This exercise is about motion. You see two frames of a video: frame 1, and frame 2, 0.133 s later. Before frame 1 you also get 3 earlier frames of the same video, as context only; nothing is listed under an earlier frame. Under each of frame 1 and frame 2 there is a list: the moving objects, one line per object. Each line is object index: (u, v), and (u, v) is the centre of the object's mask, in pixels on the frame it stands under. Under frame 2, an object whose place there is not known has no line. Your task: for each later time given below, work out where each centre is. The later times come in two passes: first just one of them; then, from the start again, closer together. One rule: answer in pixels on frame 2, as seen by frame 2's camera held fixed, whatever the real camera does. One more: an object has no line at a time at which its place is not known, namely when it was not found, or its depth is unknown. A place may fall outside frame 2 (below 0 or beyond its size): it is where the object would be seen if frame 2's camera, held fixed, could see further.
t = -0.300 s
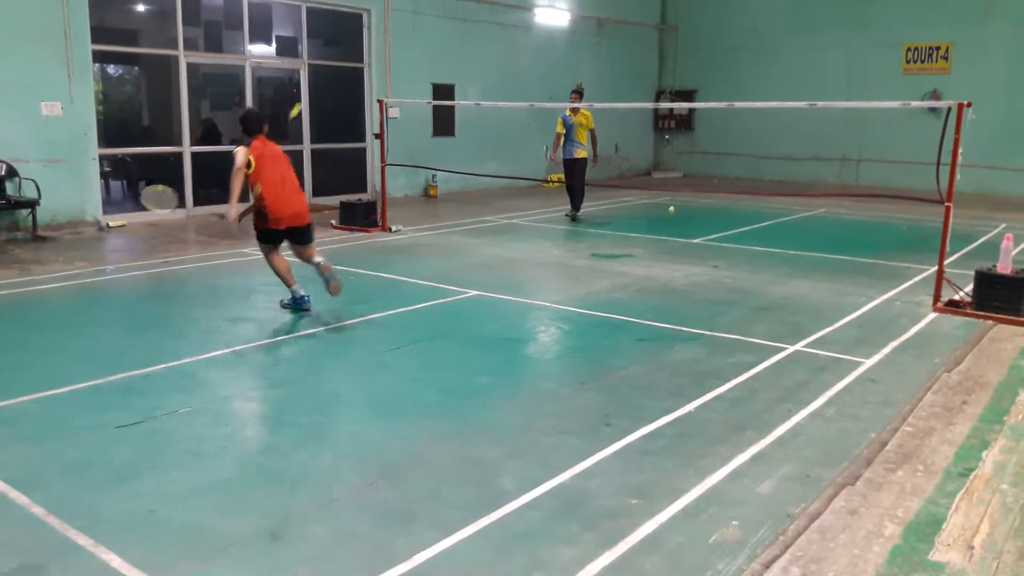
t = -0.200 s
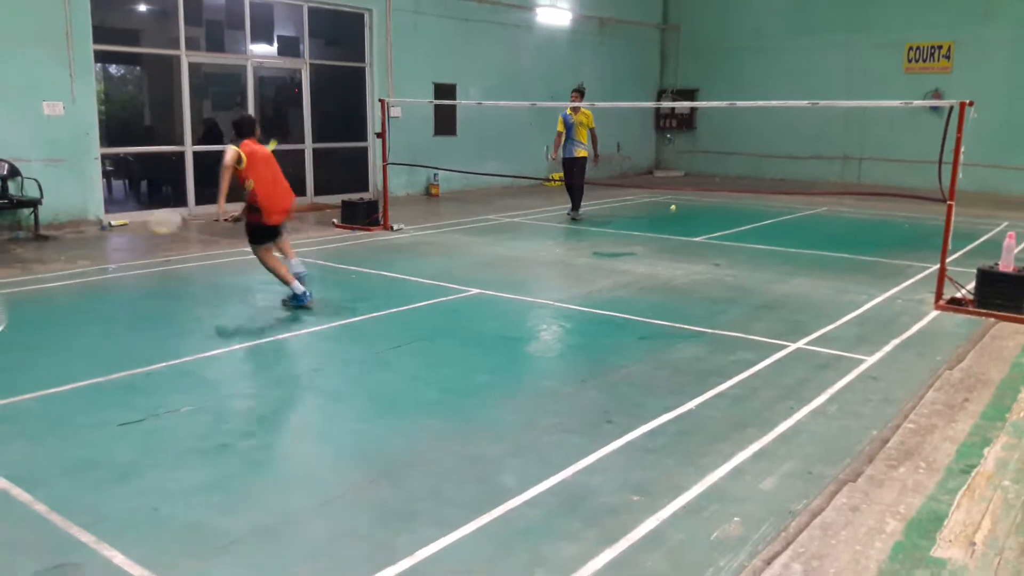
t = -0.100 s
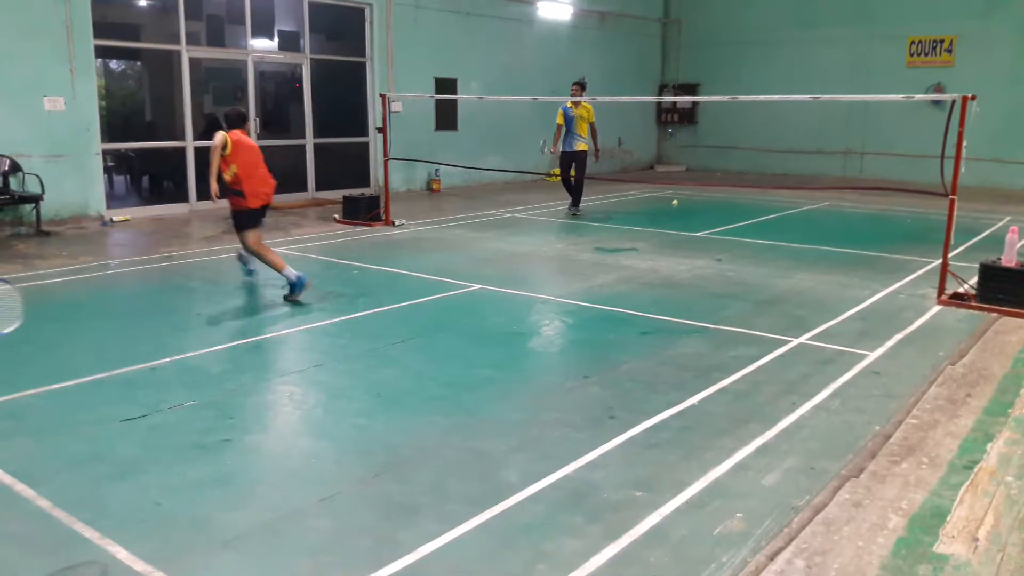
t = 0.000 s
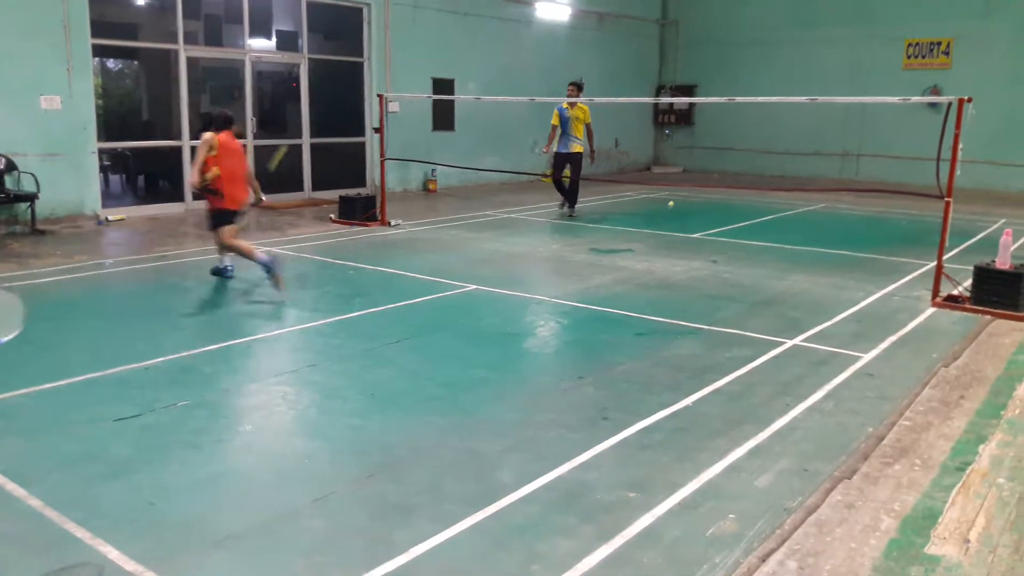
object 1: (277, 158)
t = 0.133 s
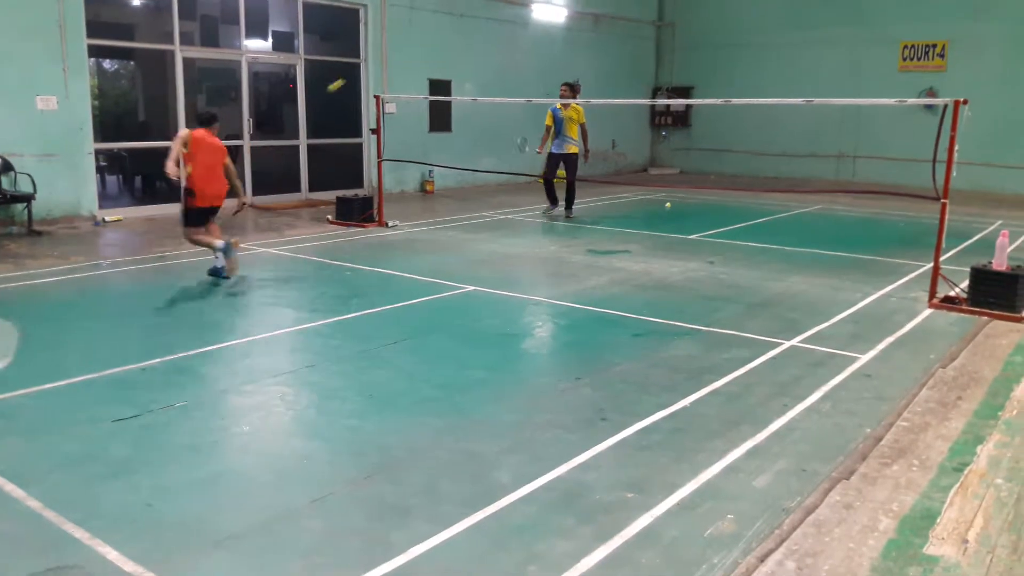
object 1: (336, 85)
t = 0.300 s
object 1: (393, 47)
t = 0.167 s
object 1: (350, 77)
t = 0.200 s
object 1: (361, 70)
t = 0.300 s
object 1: (393, 47)
